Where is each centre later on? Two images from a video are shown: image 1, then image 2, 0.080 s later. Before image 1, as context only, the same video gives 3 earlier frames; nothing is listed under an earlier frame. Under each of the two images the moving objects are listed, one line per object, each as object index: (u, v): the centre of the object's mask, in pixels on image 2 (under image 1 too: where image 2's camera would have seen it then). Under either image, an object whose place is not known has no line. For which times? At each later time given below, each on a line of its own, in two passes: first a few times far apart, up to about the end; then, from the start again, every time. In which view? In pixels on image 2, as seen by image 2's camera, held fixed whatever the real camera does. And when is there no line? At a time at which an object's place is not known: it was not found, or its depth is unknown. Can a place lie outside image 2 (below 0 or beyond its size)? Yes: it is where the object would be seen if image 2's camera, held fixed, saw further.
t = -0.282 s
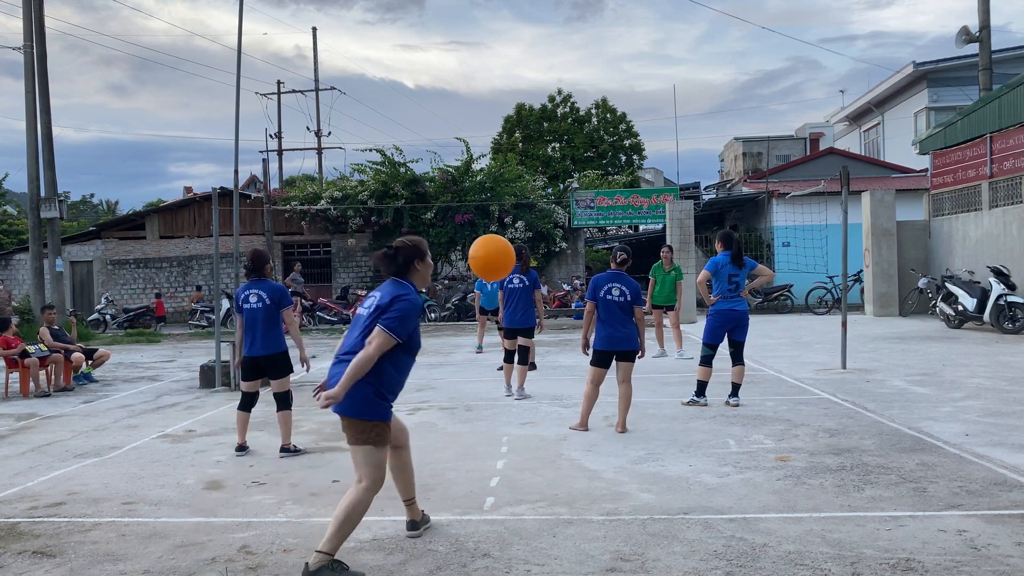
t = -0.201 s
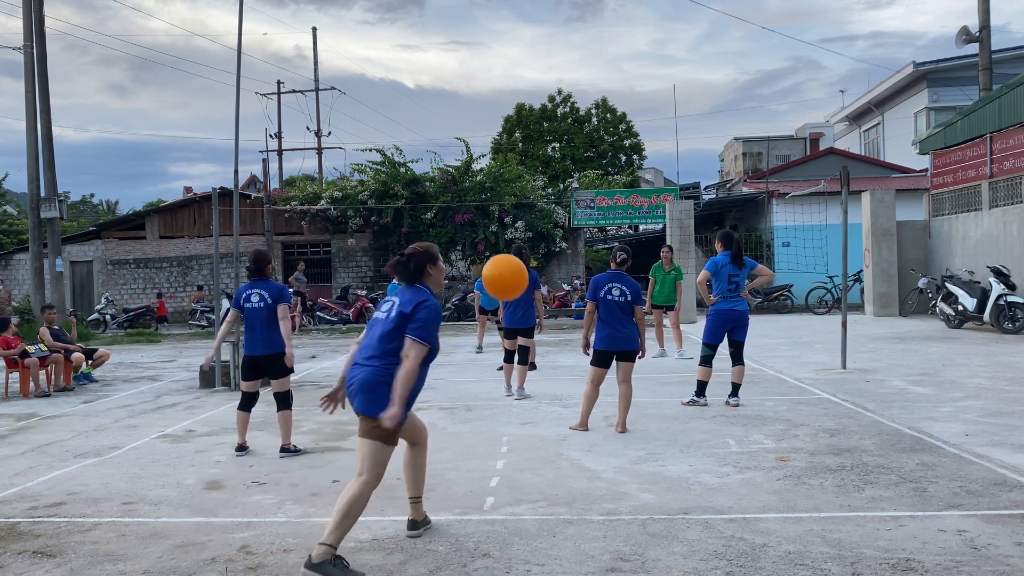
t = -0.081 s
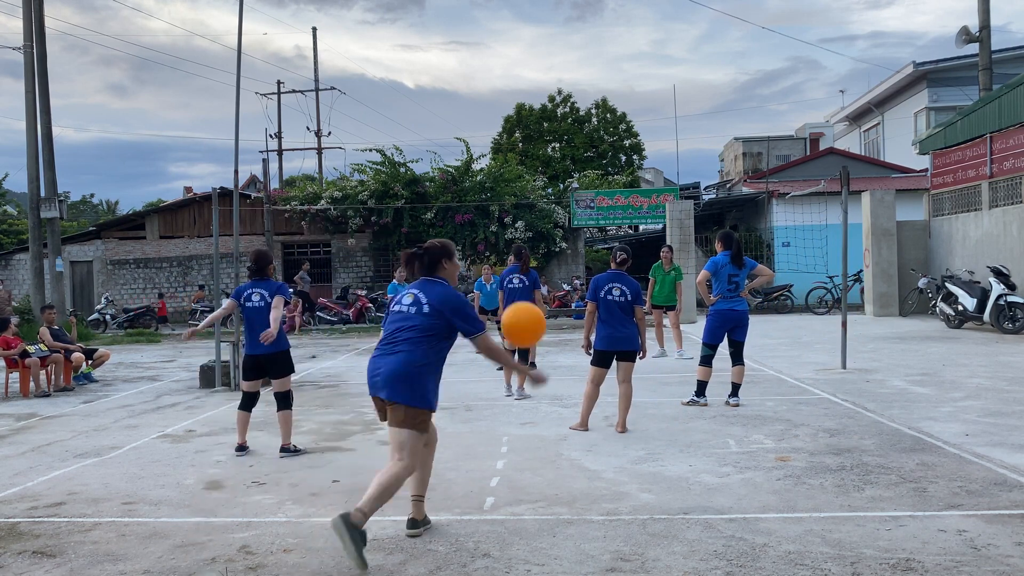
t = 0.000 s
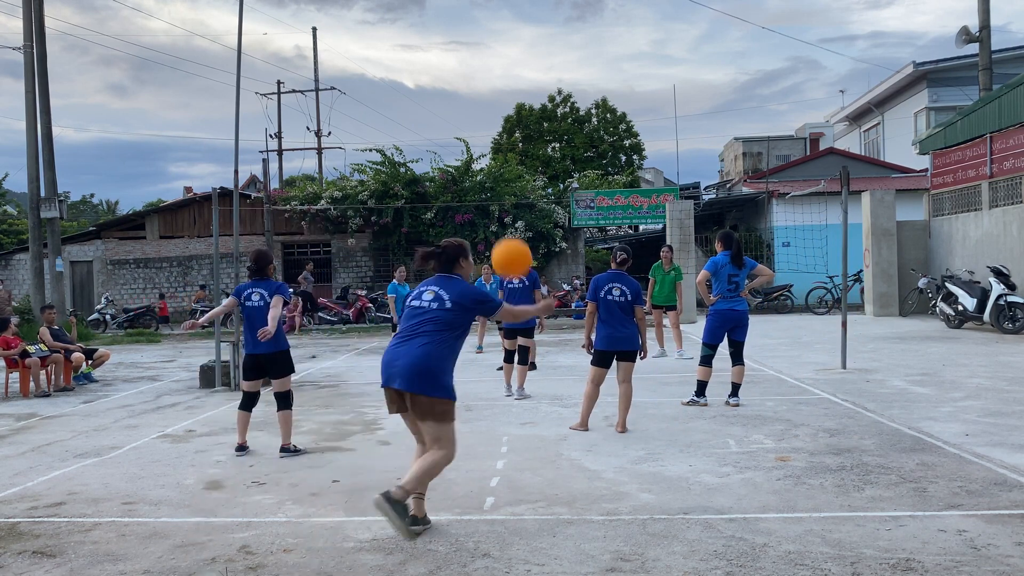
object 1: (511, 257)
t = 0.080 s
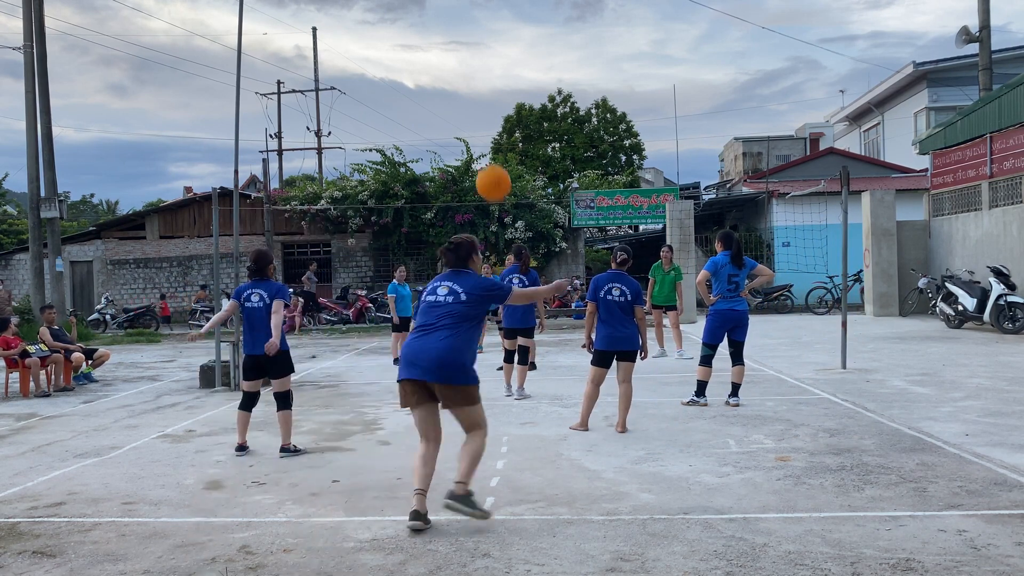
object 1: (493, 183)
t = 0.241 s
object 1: (474, 111)
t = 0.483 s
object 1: (464, 89)
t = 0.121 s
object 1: (488, 162)
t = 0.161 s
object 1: (482, 138)
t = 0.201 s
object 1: (478, 125)
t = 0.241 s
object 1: (474, 111)
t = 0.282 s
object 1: (472, 103)
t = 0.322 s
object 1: (471, 97)
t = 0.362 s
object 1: (469, 91)
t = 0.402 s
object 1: (468, 89)
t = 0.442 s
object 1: (465, 88)
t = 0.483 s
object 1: (464, 89)
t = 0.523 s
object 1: (462, 91)
